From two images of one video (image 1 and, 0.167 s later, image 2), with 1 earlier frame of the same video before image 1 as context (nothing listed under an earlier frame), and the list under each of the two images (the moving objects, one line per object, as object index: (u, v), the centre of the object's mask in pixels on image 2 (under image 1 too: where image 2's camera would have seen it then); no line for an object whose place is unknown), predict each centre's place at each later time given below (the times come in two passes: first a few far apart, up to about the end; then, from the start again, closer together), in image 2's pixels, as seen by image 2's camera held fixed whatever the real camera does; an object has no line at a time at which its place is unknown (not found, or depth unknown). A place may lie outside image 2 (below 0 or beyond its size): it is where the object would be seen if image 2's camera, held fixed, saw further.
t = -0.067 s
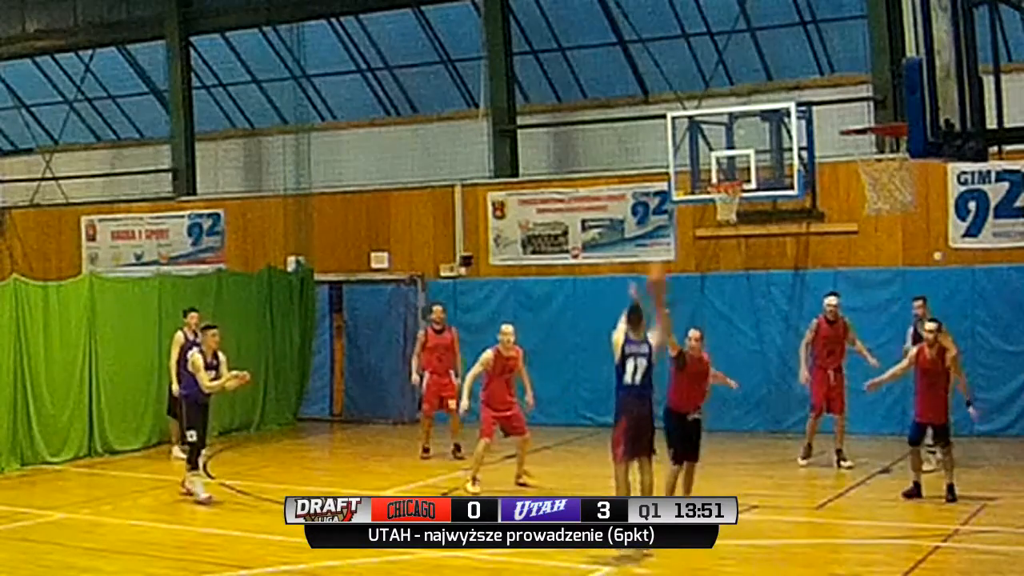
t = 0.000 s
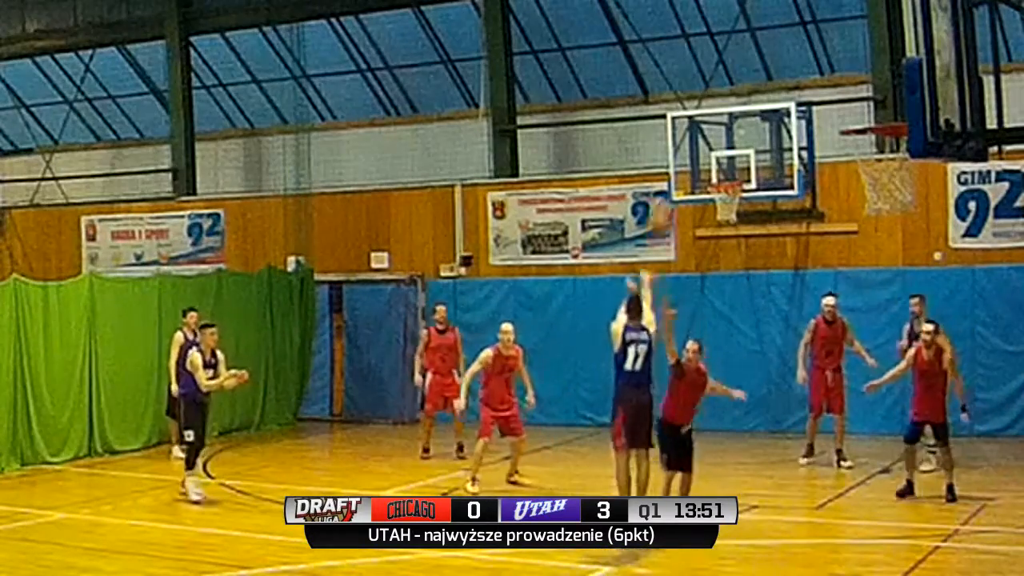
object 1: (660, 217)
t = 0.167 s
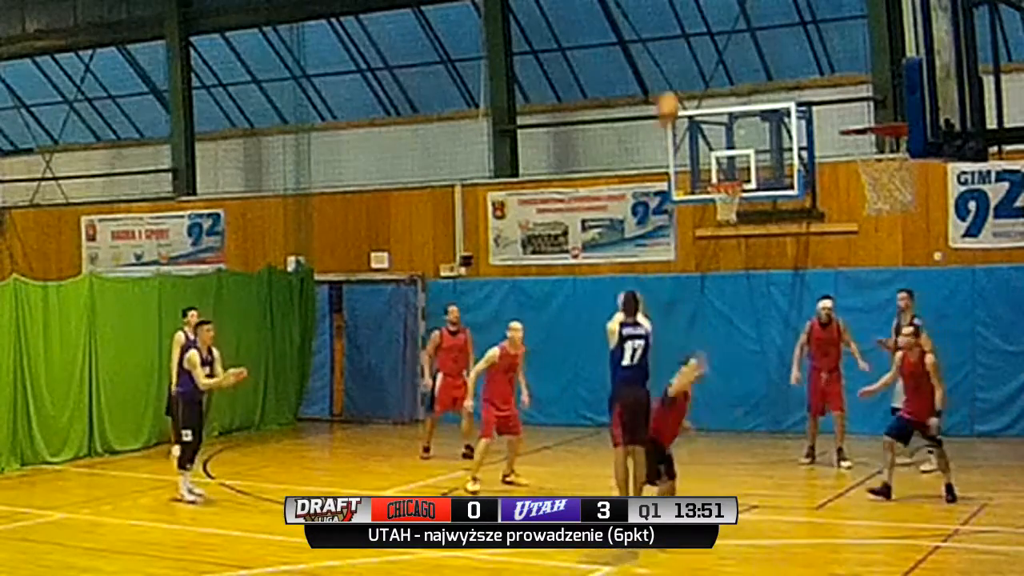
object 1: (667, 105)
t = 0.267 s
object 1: (671, 63)
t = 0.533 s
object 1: (681, 8)
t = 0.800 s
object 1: (694, 18)
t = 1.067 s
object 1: (710, 91)
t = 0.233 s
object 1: (670, 77)
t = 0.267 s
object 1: (671, 63)
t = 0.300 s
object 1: (673, 52)
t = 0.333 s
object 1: (673, 41)
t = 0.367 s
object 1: (675, 32)
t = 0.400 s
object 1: (676, 24)
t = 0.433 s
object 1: (677, 16)
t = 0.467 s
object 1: (679, 12)
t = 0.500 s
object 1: (680, 11)
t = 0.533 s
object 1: (681, 8)
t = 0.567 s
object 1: (682, 8)
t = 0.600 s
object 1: (683, 7)
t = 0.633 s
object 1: (683, 7)
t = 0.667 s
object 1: (684, 7)
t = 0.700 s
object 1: (686, 8)
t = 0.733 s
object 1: (689, 10)
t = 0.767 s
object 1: (692, 14)
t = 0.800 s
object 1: (694, 18)
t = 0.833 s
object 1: (696, 22)
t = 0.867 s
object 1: (698, 28)
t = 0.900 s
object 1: (700, 39)
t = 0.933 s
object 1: (702, 49)
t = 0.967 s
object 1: (703, 57)
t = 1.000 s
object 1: (706, 67)
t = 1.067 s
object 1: (710, 91)
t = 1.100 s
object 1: (711, 103)
